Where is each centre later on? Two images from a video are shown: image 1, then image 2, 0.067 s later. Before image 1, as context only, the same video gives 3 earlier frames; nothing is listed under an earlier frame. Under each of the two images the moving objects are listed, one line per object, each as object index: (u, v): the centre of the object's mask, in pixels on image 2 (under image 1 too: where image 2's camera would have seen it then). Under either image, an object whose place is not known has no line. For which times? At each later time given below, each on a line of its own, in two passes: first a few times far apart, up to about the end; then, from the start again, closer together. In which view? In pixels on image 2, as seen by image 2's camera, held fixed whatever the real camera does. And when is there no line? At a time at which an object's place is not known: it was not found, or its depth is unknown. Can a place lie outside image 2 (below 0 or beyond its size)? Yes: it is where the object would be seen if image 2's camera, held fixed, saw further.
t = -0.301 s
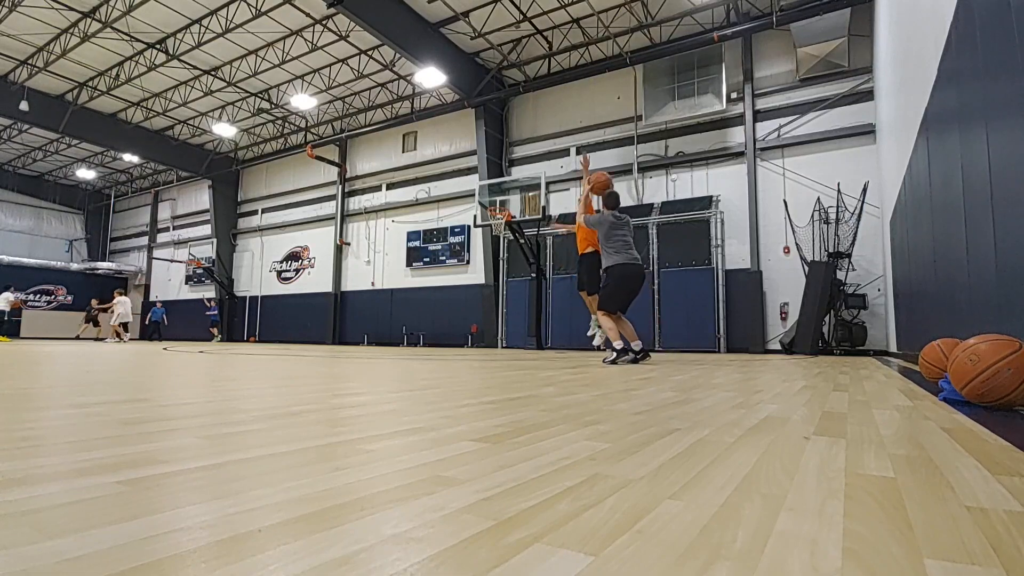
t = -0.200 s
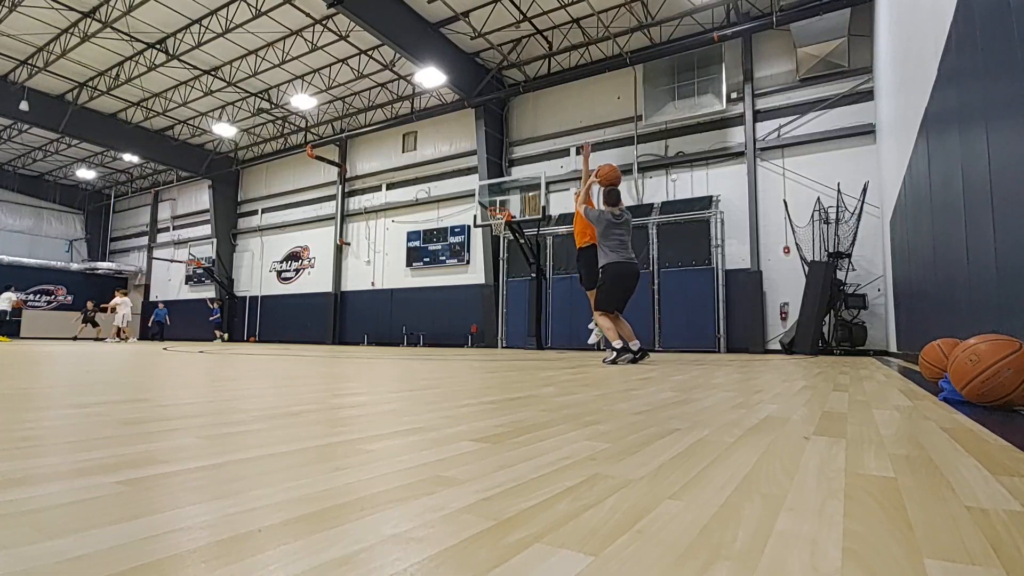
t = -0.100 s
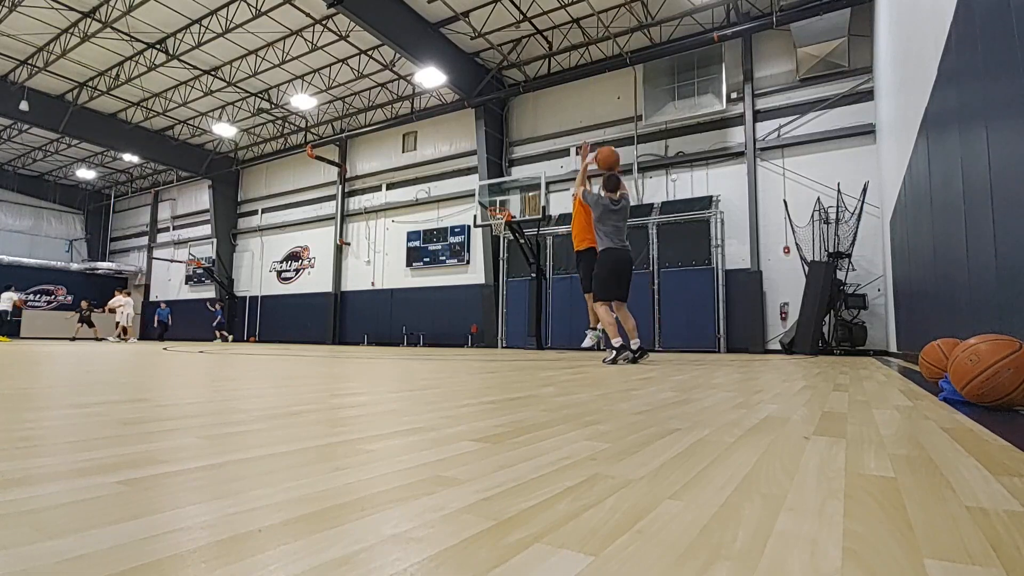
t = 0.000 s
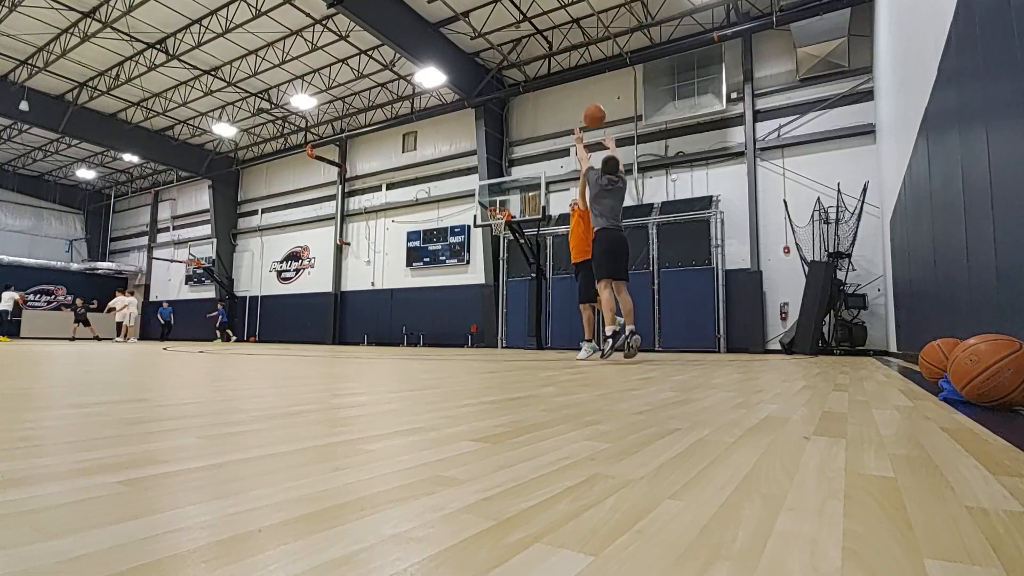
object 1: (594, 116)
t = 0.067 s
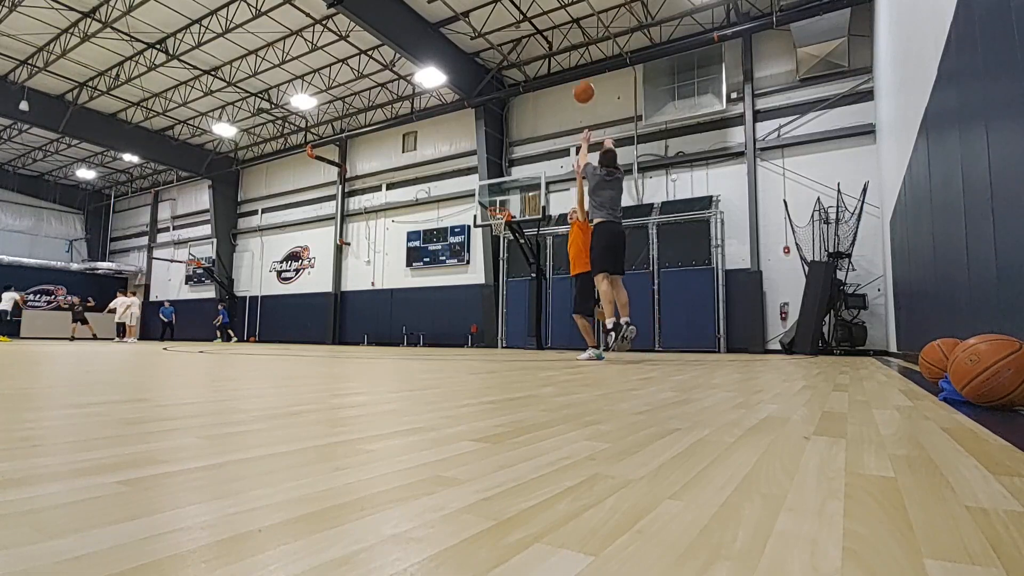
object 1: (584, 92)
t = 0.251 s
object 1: (562, 57)
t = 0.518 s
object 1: (538, 54)
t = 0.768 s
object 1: (522, 86)
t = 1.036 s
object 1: (509, 143)
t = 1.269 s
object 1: (499, 205)
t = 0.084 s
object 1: (581, 87)
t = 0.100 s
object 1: (579, 82)
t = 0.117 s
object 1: (577, 78)
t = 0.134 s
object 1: (575, 74)
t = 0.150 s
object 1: (572, 71)
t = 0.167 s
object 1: (570, 68)
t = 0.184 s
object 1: (568, 66)
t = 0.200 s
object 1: (566, 63)
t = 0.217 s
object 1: (565, 60)
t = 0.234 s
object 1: (563, 58)
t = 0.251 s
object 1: (562, 57)
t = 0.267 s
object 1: (560, 55)
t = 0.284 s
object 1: (558, 54)
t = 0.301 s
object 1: (556, 52)
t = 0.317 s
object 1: (554, 51)
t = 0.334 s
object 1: (554, 50)
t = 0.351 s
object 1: (552, 50)
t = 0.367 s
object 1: (550, 49)
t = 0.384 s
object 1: (549, 49)
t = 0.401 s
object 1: (547, 49)
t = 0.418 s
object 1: (546, 49)
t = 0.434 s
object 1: (545, 50)
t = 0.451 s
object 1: (544, 50)
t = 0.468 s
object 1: (542, 51)
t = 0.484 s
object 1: (541, 52)
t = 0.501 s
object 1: (540, 52)
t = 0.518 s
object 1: (538, 54)
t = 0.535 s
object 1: (537, 55)
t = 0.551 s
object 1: (536, 57)
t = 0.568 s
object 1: (535, 58)
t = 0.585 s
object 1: (534, 60)
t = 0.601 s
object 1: (533, 61)
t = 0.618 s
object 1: (531, 63)
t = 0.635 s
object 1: (530, 65)
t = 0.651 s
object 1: (529, 67)
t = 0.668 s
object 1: (527, 70)
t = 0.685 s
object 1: (526, 72)
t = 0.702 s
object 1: (526, 75)
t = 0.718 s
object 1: (525, 77)
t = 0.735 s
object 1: (524, 80)
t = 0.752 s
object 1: (523, 82)
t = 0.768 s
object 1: (522, 86)
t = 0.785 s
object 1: (521, 88)
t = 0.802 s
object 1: (520, 91)
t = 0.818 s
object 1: (519, 94)
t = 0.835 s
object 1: (518, 98)
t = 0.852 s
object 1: (518, 101)
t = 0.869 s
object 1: (516, 104)
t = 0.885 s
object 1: (516, 108)
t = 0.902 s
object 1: (515, 111)
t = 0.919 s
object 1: (514, 115)
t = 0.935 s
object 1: (513, 118)
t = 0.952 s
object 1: (512, 122)
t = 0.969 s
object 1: (512, 126)
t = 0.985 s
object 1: (510, 130)
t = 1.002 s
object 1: (510, 134)
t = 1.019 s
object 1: (509, 139)
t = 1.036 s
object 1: (509, 143)
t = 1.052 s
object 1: (508, 147)
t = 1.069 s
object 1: (507, 151)
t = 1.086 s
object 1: (506, 156)
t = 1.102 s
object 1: (506, 160)
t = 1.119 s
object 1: (505, 164)
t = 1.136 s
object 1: (504, 169)
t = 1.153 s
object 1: (503, 173)
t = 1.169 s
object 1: (502, 179)
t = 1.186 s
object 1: (501, 184)
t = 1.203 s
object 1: (501, 188)
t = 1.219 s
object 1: (500, 192)
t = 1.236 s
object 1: (499, 198)
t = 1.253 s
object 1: (499, 203)
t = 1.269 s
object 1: (499, 205)
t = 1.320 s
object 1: (500, 216)
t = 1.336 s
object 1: (499, 219)
